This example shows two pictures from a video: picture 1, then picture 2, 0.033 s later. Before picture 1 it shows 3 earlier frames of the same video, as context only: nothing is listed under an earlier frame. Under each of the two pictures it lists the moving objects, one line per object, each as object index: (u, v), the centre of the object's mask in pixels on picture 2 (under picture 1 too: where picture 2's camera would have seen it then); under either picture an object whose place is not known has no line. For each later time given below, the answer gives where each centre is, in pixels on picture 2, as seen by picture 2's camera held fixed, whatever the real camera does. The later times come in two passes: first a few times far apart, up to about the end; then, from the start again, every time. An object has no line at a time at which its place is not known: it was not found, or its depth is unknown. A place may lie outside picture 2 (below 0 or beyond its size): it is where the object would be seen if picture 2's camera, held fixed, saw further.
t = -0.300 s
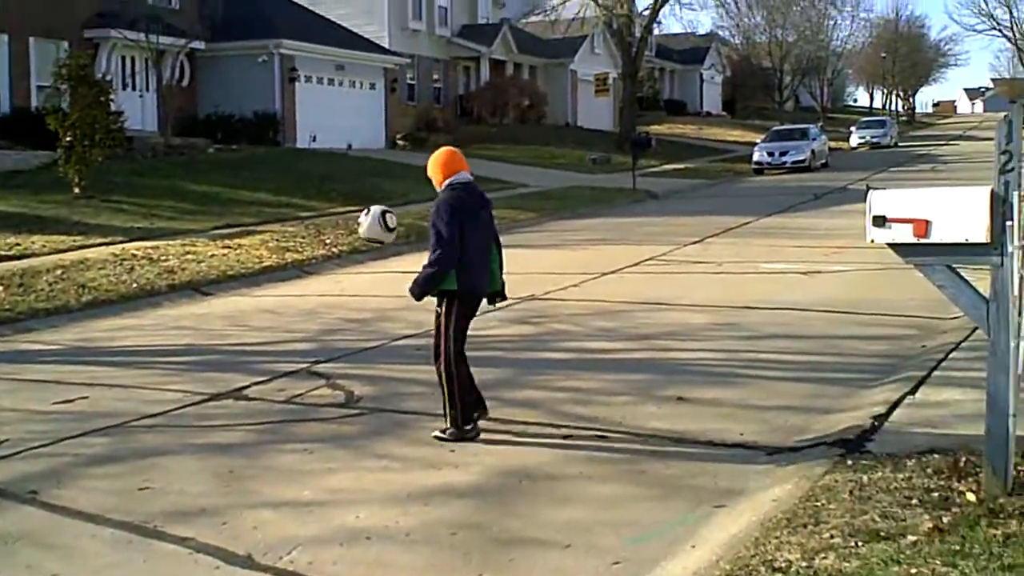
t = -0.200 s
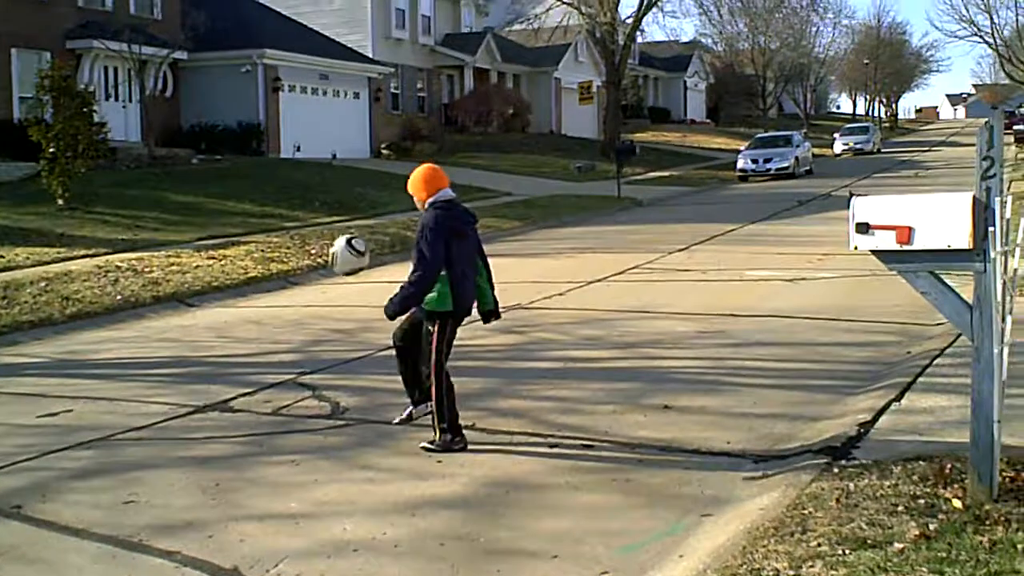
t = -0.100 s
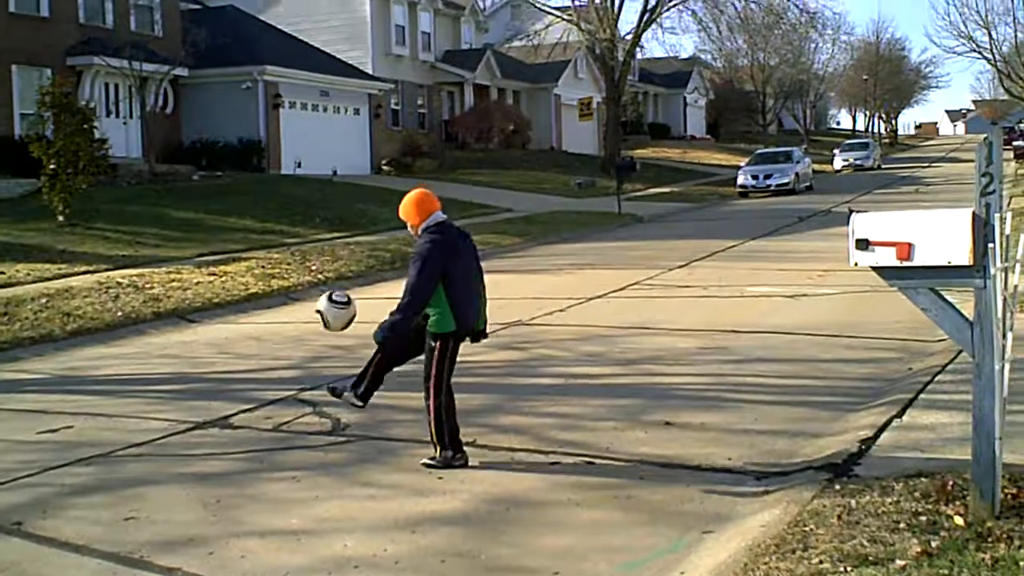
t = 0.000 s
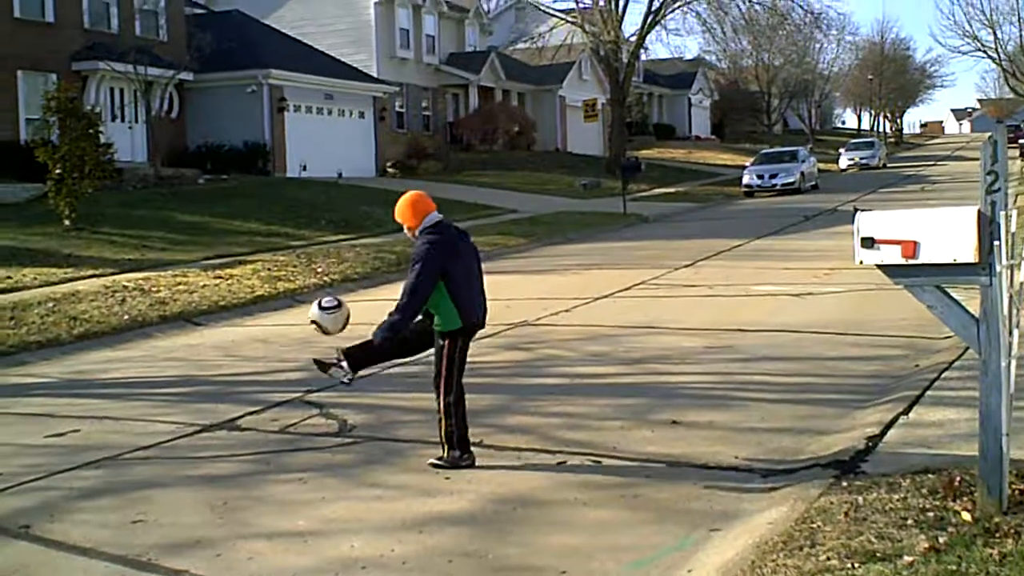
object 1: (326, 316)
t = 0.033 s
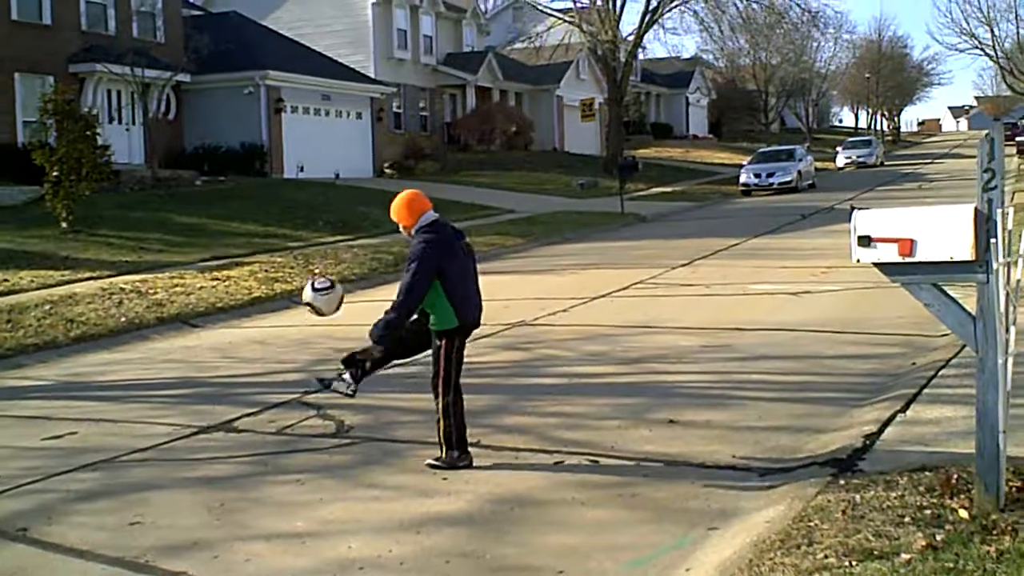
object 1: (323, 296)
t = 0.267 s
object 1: (300, 209)
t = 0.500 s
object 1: (281, 219)
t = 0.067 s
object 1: (318, 278)
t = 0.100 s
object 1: (316, 261)
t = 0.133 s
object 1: (313, 247)
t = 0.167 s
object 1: (310, 235)
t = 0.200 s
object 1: (306, 224)
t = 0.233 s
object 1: (303, 216)
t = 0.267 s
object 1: (300, 209)
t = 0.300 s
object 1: (297, 205)
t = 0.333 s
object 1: (294, 202)
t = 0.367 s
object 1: (291, 201)
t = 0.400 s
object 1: (289, 203)
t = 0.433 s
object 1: (286, 206)
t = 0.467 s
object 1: (284, 211)
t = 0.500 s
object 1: (281, 219)
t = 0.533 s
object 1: (279, 229)
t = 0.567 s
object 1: (277, 241)
